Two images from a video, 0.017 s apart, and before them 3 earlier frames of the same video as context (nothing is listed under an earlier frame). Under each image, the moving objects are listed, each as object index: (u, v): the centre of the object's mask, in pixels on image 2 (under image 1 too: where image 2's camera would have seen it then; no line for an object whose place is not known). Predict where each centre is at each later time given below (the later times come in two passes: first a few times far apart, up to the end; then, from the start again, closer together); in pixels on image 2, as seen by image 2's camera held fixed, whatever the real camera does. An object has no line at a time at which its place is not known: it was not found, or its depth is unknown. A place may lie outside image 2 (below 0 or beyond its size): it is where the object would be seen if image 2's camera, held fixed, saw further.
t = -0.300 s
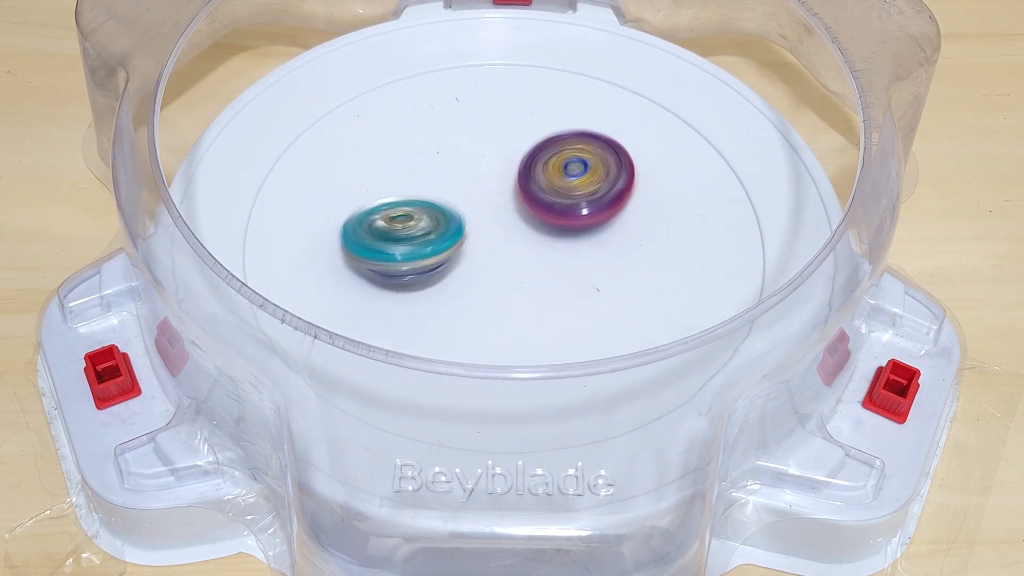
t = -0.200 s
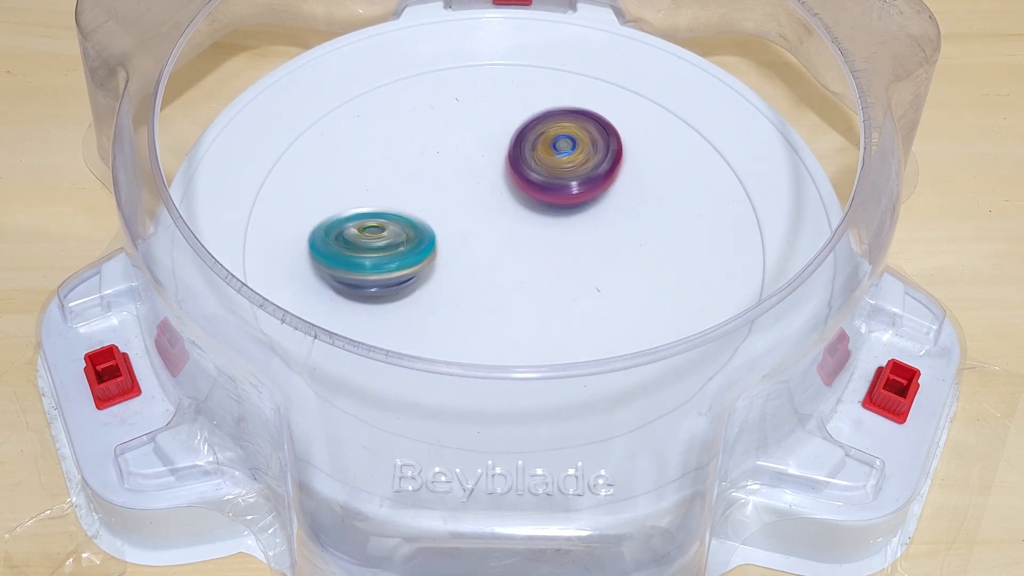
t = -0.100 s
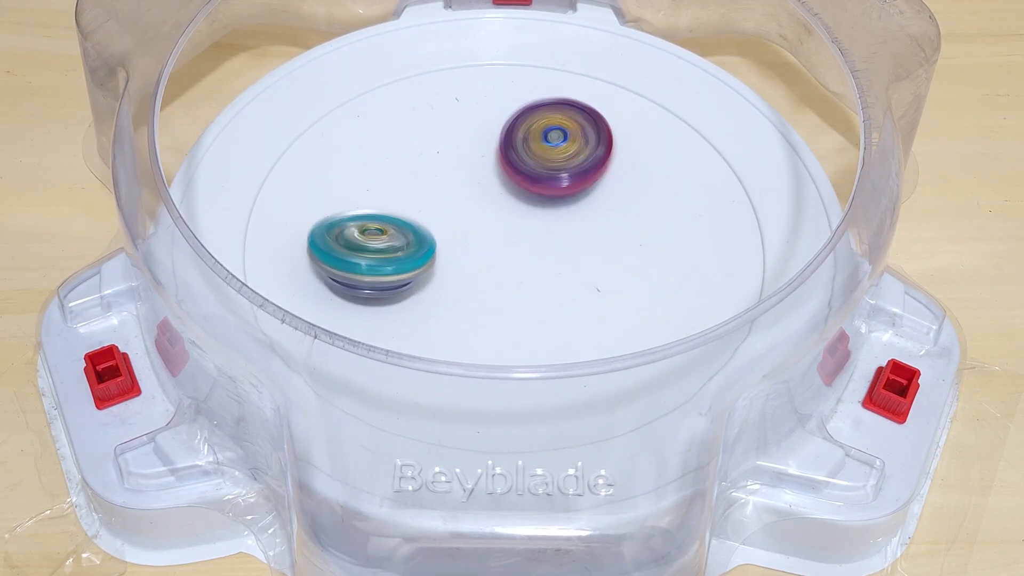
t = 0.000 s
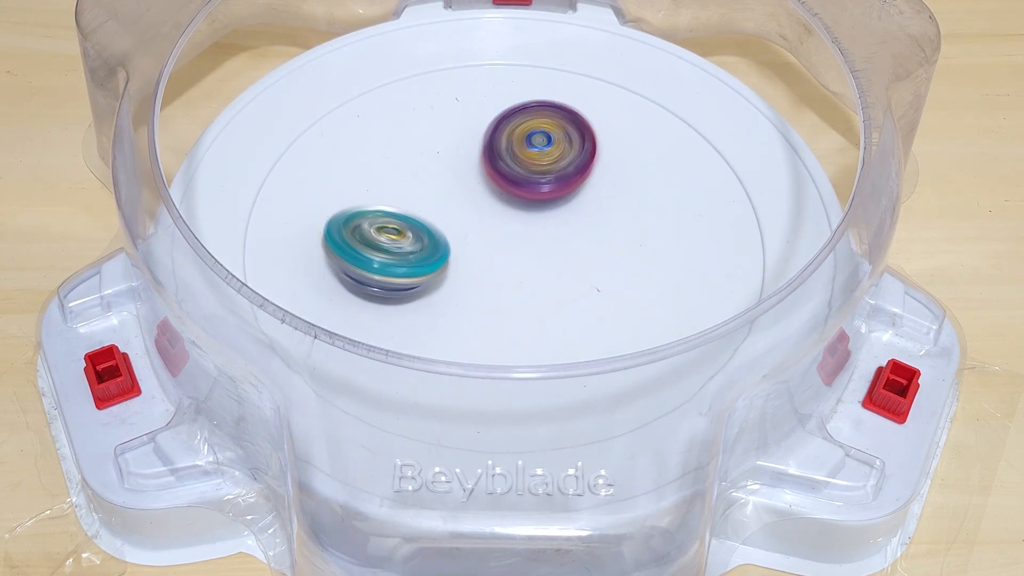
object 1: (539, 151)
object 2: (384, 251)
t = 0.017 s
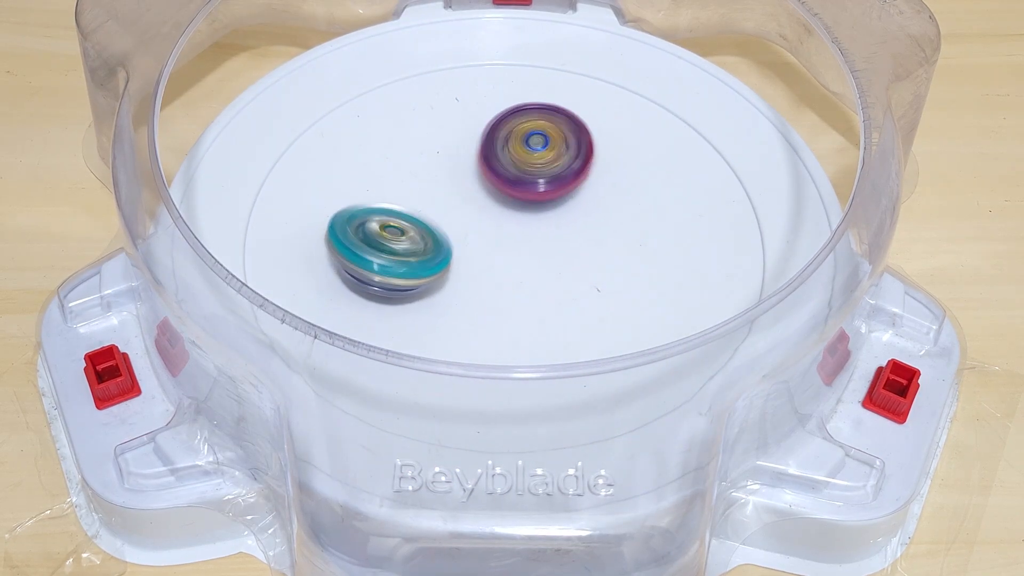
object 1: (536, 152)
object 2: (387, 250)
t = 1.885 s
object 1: (570, 270)
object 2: (489, 194)
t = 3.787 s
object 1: (432, 253)
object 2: (545, 198)
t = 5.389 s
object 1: (478, 255)
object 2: (544, 176)
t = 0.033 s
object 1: (531, 153)
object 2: (389, 250)
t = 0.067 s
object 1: (520, 157)
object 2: (393, 249)
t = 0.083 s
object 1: (515, 159)
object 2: (396, 248)
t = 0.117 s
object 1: (503, 161)
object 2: (400, 246)
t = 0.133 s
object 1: (497, 163)
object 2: (402, 246)
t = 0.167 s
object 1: (483, 164)
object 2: (407, 244)
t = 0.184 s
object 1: (477, 164)
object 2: (410, 243)
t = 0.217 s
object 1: (471, 157)
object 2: (408, 246)
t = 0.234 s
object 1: (472, 151)
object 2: (407, 249)
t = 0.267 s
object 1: (476, 140)
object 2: (407, 251)
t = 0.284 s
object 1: (480, 135)
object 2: (408, 251)
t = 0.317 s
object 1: (489, 129)
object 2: (410, 249)
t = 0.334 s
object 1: (495, 127)
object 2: (411, 247)
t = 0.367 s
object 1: (509, 124)
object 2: (415, 243)
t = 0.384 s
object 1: (516, 125)
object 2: (417, 242)
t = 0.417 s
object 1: (529, 131)
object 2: (421, 238)
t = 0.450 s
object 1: (538, 139)
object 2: (427, 235)
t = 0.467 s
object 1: (543, 144)
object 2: (429, 233)
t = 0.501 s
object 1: (546, 158)
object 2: (435, 230)
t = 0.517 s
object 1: (547, 164)
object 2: (438, 229)
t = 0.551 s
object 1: (549, 176)
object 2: (439, 227)
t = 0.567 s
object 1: (553, 179)
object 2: (436, 228)
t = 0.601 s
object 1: (556, 188)
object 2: (431, 232)
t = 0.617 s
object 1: (554, 194)
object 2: (430, 232)
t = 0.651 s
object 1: (550, 205)
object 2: (431, 232)
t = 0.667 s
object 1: (551, 210)
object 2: (428, 232)
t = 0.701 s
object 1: (554, 219)
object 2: (417, 232)
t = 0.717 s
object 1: (553, 223)
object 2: (415, 231)
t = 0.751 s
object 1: (547, 234)
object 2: (415, 232)
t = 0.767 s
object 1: (544, 238)
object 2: (416, 232)
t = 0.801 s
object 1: (544, 248)
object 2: (410, 229)
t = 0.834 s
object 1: (539, 259)
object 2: (410, 227)
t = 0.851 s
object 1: (536, 263)
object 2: (411, 227)
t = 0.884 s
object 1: (532, 272)
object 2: (410, 225)
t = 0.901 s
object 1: (537, 278)
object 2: (405, 223)
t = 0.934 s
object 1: (541, 286)
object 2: (399, 219)
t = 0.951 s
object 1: (540, 290)
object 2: (399, 217)
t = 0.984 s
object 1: (534, 295)
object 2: (398, 216)
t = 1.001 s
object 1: (531, 297)
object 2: (399, 216)
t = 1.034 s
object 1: (523, 297)
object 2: (401, 216)
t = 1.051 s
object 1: (519, 297)
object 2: (402, 216)
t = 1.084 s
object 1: (512, 293)
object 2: (406, 217)
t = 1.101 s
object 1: (508, 291)
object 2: (408, 217)
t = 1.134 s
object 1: (503, 285)
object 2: (410, 216)
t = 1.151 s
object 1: (506, 287)
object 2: (410, 211)
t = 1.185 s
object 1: (511, 287)
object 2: (409, 204)
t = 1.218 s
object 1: (514, 288)
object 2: (411, 200)
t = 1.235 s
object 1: (516, 287)
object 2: (413, 199)
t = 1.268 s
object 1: (520, 285)
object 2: (416, 199)
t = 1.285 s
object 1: (522, 284)
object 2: (418, 199)
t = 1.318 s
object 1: (525, 281)
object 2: (422, 200)
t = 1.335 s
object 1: (527, 281)
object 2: (423, 200)
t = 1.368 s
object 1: (530, 277)
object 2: (428, 202)
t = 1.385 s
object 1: (534, 274)
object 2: (431, 202)
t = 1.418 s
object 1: (537, 270)
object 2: (435, 202)
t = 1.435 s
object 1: (539, 269)
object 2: (438, 203)
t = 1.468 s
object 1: (544, 265)
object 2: (442, 204)
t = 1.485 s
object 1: (546, 263)
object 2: (444, 205)
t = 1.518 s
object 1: (550, 261)
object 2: (449, 202)
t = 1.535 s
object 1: (551, 260)
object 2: (452, 201)
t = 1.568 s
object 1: (555, 259)
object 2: (455, 200)
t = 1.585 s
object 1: (557, 258)
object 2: (458, 199)
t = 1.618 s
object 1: (561, 258)
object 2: (462, 198)
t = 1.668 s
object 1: (566, 258)
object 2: (465, 197)
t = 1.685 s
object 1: (568, 259)
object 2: (467, 196)
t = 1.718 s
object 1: (572, 262)
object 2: (471, 196)
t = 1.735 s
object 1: (574, 263)
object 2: (474, 197)
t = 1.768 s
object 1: (574, 264)
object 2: (477, 197)
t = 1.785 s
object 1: (572, 266)
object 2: (479, 198)
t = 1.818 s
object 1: (570, 266)
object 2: (482, 197)
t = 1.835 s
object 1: (570, 267)
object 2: (484, 196)
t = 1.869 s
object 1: (569, 268)
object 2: (487, 195)
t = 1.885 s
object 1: (570, 270)
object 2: (489, 194)
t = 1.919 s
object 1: (566, 271)
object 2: (491, 194)
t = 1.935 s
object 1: (566, 271)
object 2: (493, 193)
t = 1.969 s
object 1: (564, 272)
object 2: (497, 189)
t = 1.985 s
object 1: (563, 272)
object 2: (498, 190)
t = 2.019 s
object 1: (560, 274)
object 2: (501, 189)
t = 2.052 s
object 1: (556, 275)
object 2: (503, 187)
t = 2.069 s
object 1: (554, 276)
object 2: (504, 187)
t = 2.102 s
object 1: (547, 277)
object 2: (505, 186)
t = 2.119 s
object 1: (545, 276)
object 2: (505, 185)
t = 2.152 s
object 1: (539, 276)
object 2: (509, 182)
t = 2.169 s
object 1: (537, 277)
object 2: (509, 181)
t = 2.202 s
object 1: (531, 281)
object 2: (510, 178)
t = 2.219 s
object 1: (528, 282)
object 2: (510, 178)
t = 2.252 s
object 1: (521, 281)
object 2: (511, 176)
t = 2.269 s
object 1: (517, 281)
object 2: (511, 175)
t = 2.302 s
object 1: (510, 277)
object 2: (512, 174)
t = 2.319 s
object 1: (506, 274)
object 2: (512, 173)
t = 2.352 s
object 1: (499, 268)
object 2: (513, 171)
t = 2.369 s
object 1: (497, 265)
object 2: (514, 170)
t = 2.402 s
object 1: (491, 265)
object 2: (516, 165)
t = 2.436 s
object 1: (487, 262)
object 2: (518, 163)
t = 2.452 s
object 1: (485, 261)
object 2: (519, 162)
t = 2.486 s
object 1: (483, 257)
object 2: (519, 162)
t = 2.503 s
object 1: (482, 255)
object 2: (519, 161)
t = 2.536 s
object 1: (481, 252)
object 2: (519, 160)
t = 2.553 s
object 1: (479, 252)
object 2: (520, 159)
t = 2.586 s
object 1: (473, 256)
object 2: (523, 156)
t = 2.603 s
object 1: (470, 258)
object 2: (525, 156)
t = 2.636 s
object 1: (462, 260)
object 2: (525, 156)
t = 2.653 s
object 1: (457, 261)
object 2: (526, 157)
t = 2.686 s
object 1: (451, 261)
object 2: (526, 157)
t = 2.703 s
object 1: (446, 261)
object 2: (527, 157)
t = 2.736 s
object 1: (440, 259)
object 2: (527, 159)
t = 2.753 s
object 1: (437, 257)
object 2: (528, 160)
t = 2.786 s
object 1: (435, 253)
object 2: (528, 162)
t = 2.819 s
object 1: (435, 248)
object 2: (528, 164)
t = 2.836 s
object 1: (436, 246)
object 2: (528, 165)
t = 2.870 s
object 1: (438, 240)
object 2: (527, 167)
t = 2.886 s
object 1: (441, 237)
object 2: (528, 168)
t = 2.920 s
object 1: (442, 234)
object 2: (532, 167)
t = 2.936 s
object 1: (442, 234)
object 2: (535, 166)
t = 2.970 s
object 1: (444, 233)
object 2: (538, 168)
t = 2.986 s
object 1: (446, 233)
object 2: (538, 169)
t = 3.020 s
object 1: (446, 233)
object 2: (541, 171)
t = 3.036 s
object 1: (446, 234)
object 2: (543, 171)
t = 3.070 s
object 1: (447, 234)
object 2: (544, 173)
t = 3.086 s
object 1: (449, 235)
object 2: (544, 174)
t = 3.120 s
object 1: (447, 236)
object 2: (546, 175)
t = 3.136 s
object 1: (446, 237)
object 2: (548, 175)
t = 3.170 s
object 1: (442, 239)
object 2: (551, 176)
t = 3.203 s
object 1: (440, 241)
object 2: (550, 177)
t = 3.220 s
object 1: (440, 240)
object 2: (550, 178)
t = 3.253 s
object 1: (440, 241)
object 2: (549, 181)
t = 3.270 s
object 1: (440, 242)
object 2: (549, 181)
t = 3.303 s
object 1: (442, 243)
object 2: (548, 183)
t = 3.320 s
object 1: (443, 243)
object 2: (548, 184)
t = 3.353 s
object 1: (446, 243)
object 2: (546, 186)
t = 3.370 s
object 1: (448, 243)
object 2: (546, 187)
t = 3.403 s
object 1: (450, 244)
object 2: (547, 188)
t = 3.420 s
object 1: (450, 245)
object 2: (548, 188)
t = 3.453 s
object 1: (450, 248)
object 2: (549, 190)
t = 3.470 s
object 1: (449, 249)
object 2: (549, 191)
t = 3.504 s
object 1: (444, 252)
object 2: (550, 193)
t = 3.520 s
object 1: (443, 253)
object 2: (549, 194)
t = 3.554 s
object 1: (442, 254)
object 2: (548, 194)
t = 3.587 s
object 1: (440, 252)
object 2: (546, 196)
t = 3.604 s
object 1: (441, 252)
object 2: (546, 196)
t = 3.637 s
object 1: (441, 251)
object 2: (544, 197)
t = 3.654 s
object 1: (442, 250)
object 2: (544, 197)
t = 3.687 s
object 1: (440, 252)
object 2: (546, 197)
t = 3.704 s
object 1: (438, 254)
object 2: (547, 197)
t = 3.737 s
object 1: (435, 254)
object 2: (547, 198)
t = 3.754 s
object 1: (433, 255)
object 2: (547, 197)
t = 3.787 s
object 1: (432, 253)
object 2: (545, 198)
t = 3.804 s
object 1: (432, 254)
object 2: (544, 198)
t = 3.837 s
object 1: (432, 252)
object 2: (542, 199)
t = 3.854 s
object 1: (433, 252)
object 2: (541, 199)
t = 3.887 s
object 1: (435, 250)
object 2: (540, 199)
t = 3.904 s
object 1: (435, 249)
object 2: (540, 198)
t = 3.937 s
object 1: (434, 248)
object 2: (541, 198)
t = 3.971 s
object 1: (434, 248)
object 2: (540, 198)
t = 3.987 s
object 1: (430, 249)
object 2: (543, 196)
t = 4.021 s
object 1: (425, 249)
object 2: (546, 196)
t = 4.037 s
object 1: (424, 249)
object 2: (546, 195)
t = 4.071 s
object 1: (420, 248)
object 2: (546, 195)
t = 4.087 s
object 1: (420, 249)
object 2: (546, 194)
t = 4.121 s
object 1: (419, 246)
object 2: (546, 194)
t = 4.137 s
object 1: (420, 247)
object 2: (546, 193)
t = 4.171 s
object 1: (423, 244)
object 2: (546, 193)
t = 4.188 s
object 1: (424, 243)
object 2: (545, 193)
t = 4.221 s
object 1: (430, 241)
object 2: (545, 193)
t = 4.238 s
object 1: (432, 239)
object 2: (545, 194)
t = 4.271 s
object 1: (436, 240)
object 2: (546, 193)
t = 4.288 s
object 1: (434, 241)
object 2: (549, 192)
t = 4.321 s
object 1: (432, 241)
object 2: (552, 191)
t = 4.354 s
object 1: (431, 242)
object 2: (551, 192)
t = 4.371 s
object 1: (432, 242)
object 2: (550, 193)
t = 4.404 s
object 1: (435, 242)
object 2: (550, 193)
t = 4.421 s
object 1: (436, 243)
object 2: (549, 193)
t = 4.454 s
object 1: (439, 242)
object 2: (549, 193)
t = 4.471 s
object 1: (442, 241)
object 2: (548, 194)
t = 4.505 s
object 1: (438, 246)
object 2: (554, 190)
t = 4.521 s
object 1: (436, 247)
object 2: (558, 188)
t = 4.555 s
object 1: (433, 251)
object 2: (561, 187)
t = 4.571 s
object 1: (432, 252)
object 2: (563, 186)
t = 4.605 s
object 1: (430, 253)
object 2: (560, 187)
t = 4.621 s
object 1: (431, 254)
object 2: (560, 187)
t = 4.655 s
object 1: (430, 255)
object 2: (558, 187)
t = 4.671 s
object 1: (431, 256)
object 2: (558, 187)
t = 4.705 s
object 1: (433, 255)
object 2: (555, 187)
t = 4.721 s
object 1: (435, 255)
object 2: (554, 187)
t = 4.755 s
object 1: (438, 255)
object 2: (553, 189)
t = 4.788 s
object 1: (444, 254)
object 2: (551, 189)
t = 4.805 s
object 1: (448, 254)
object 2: (549, 190)
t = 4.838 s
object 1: (454, 251)
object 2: (547, 190)
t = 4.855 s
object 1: (456, 252)
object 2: (548, 191)
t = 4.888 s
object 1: (454, 255)
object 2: (553, 189)
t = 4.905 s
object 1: (454, 256)
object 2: (555, 188)
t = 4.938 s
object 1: (454, 258)
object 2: (554, 187)
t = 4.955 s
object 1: (454, 259)
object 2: (553, 187)
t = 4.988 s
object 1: (454, 260)
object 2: (550, 187)
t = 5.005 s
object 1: (455, 260)
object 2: (550, 186)
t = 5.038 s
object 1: (455, 260)
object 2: (549, 187)
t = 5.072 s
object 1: (457, 260)
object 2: (547, 187)
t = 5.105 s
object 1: (460, 258)
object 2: (546, 186)
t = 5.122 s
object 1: (461, 257)
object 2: (545, 186)
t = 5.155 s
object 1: (463, 258)
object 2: (548, 184)
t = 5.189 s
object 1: (462, 259)
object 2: (550, 183)
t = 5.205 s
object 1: (464, 259)
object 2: (549, 181)
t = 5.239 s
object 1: (465, 258)
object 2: (547, 180)
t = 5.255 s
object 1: (466, 258)
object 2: (546, 179)
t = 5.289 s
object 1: (469, 257)
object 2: (546, 178)
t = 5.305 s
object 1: (470, 256)
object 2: (545, 179)
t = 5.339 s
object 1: (474, 256)
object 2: (543, 178)
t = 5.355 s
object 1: (475, 255)
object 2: (543, 177)
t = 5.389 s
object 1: (478, 255)
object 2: (544, 176)
